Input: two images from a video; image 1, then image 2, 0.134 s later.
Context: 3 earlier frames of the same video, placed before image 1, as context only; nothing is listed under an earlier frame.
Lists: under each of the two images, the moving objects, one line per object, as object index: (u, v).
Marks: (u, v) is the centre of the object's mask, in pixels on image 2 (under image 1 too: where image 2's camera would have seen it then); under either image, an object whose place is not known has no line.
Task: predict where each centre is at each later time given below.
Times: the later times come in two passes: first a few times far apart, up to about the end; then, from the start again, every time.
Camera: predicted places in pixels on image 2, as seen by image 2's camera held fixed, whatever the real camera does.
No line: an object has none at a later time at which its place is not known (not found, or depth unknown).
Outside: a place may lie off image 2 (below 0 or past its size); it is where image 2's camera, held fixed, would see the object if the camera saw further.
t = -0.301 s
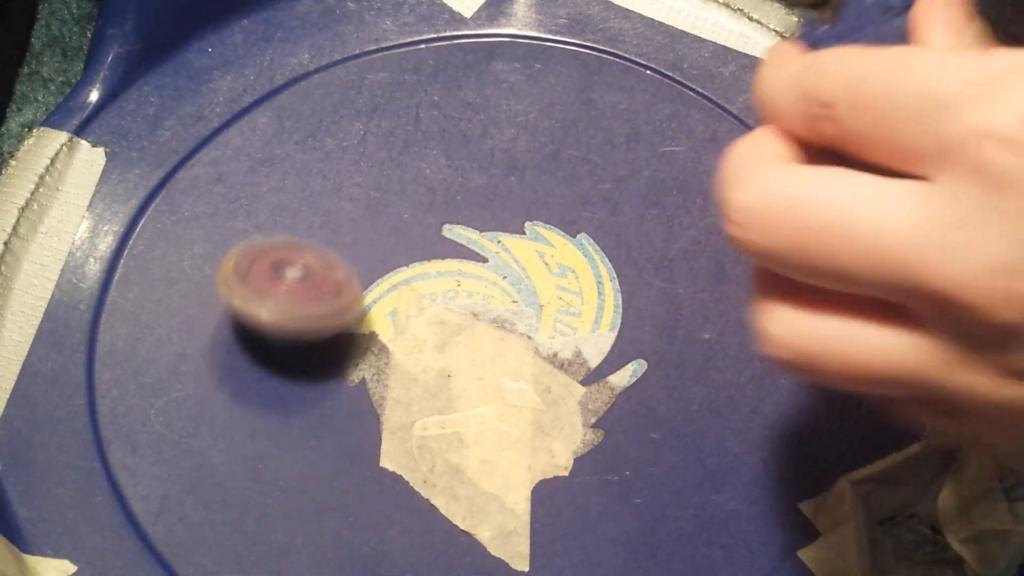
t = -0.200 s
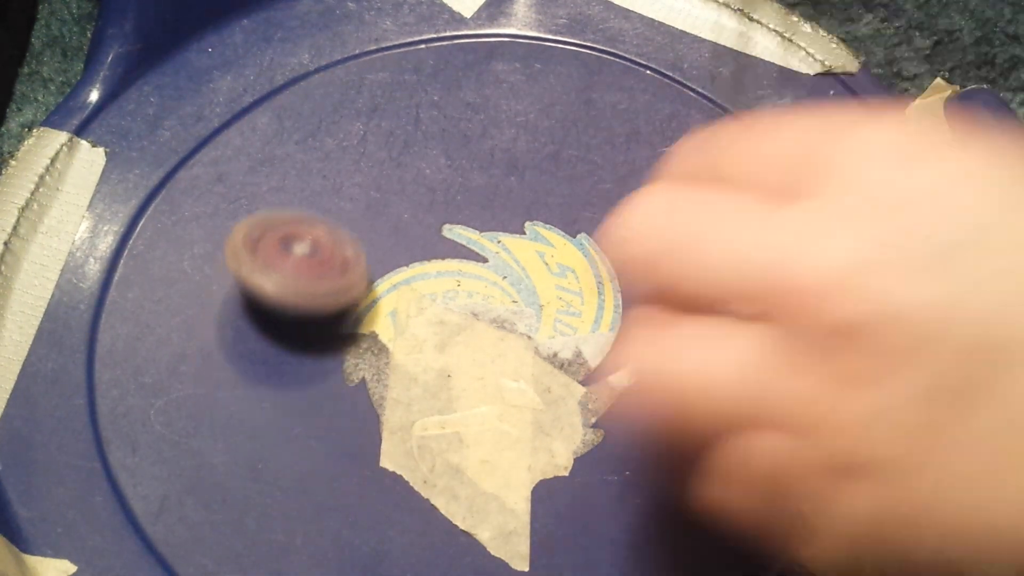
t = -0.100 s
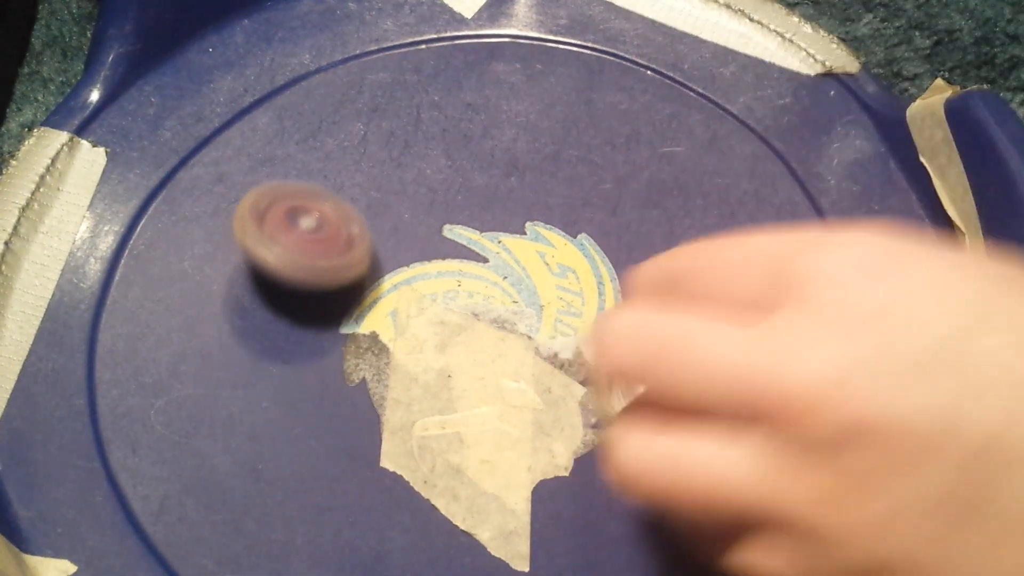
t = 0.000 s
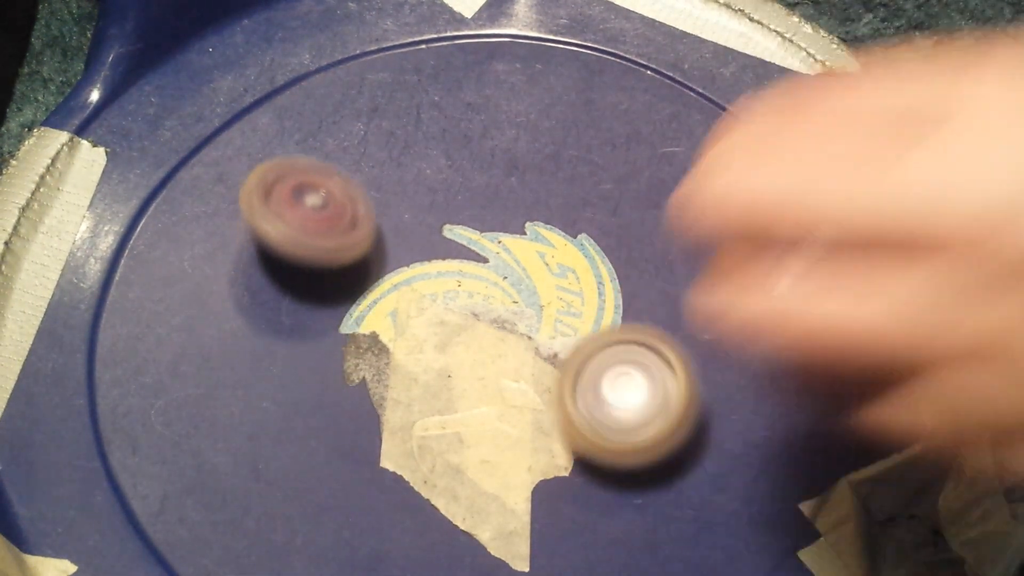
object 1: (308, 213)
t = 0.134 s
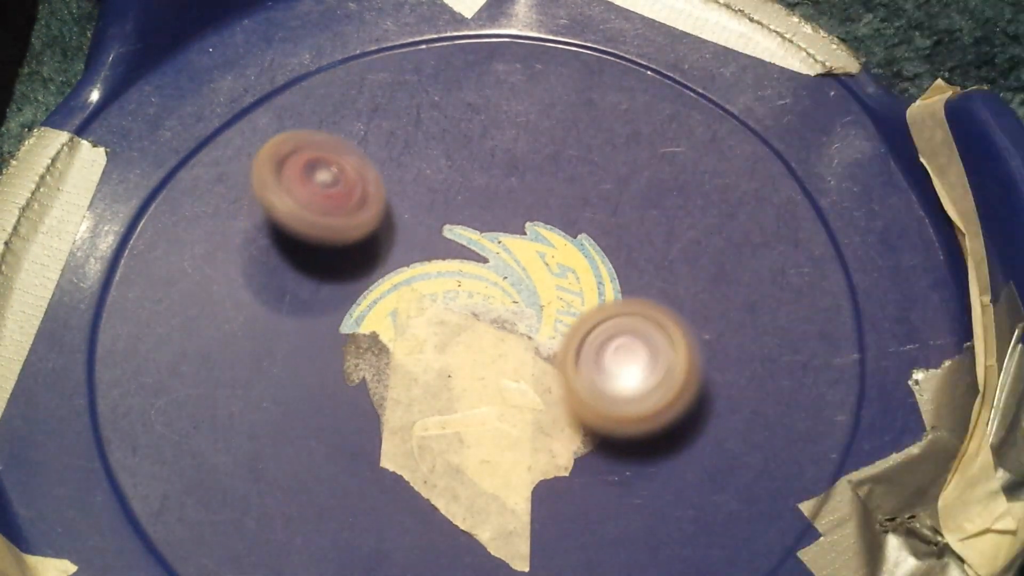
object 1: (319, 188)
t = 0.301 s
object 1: (347, 172)
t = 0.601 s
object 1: (431, 164)
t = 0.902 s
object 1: (359, 38)
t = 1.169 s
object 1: (414, 80)
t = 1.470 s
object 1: (616, 85)
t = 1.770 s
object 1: (582, 177)
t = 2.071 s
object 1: (673, 402)
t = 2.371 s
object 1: (711, 367)
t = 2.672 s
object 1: (423, 483)
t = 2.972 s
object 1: (507, 508)
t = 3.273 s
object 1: (273, 322)
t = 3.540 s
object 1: (291, 458)
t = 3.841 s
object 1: (467, 198)
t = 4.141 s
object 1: (245, 177)
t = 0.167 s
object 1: (323, 184)
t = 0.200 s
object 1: (329, 180)
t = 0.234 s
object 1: (334, 177)
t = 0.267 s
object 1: (340, 175)
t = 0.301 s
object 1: (347, 172)
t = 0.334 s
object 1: (353, 171)
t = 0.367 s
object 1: (362, 171)
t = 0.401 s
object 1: (371, 171)
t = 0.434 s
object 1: (381, 171)
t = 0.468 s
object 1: (391, 170)
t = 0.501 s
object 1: (401, 169)
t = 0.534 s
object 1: (410, 168)
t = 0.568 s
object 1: (420, 167)
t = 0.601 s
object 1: (431, 164)
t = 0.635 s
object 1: (438, 160)
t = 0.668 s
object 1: (418, 137)
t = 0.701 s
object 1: (394, 117)
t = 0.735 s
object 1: (376, 93)
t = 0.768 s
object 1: (364, 71)
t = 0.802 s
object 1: (358, 53)
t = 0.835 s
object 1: (356, 40)
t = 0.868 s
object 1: (358, 40)
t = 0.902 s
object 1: (359, 38)
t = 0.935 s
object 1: (359, 39)
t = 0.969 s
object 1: (360, 40)
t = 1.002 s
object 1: (360, 42)
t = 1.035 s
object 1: (360, 45)
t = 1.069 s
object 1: (363, 52)
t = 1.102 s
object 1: (373, 60)
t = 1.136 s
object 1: (391, 71)
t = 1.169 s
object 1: (414, 80)
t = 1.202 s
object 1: (440, 89)
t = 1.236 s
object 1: (468, 96)
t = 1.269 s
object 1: (492, 99)
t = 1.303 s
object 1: (516, 102)
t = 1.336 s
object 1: (540, 102)
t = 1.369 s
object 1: (562, 101)
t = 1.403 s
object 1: (583, 98)
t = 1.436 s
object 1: (600, 93)
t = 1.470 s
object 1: (616, 85)
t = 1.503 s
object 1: (628, 77)
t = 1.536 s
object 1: (632, 68)
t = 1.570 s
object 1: (630, 60)
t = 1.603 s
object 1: (621, 59)
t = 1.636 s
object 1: (609, 66)
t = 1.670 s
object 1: (598, 81)
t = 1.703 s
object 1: (587, 108)
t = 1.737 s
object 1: (582, 138)
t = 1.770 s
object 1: (582, 177)
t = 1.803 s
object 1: (590, 218)
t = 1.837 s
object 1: (608, 257)
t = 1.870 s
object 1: (634, 292)
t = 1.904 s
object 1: (666, 321)
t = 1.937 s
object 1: (688, 342)
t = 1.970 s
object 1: (682, 359)
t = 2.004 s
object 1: (673, 375)
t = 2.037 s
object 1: (671, 389)
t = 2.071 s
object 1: (673, 402)
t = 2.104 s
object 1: (681, 413)
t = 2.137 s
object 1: (695, 425)
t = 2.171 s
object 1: (712, 432)
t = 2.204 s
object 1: (734, 434)
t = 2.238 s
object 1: (751, 428)
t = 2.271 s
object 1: (760, 414)
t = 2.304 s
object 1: (757, 398)
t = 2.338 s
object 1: (737, 381)
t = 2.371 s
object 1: (711, 367)
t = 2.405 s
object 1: (677, 359)
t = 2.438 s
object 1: (637, 358)
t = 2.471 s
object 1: (593, 365)
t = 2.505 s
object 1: (547, 377)
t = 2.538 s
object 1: (512, 394)
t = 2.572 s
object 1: (482, 414)
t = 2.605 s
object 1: (458, 438)
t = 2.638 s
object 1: (436, 460)
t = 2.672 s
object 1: (423, 483)
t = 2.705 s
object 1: (410, 506)
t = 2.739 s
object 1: (406, 521)
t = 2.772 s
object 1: (409, 532)
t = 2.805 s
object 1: (423, 540)
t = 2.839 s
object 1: (444, 544)
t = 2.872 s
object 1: (470, 543)
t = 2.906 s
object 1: (491, 537)
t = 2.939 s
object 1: (505, 526)
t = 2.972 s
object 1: (507, 508)
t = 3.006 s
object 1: (503, 475)
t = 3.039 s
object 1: (488, 442)
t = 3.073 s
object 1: (473, 414)
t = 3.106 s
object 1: (448, 381)
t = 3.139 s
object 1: (419, 359)
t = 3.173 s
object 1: (380, 337)
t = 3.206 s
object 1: (342, 325)
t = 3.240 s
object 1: (306, 320)
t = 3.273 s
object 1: (273, 322)
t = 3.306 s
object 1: (241, 332)
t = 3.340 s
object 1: (212, 349)
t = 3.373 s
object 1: (191, 373)
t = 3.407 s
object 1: (185, 399)
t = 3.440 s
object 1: (195, 424)
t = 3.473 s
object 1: (216, 445)
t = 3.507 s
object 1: (251, 459)
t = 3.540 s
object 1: (291, 458)
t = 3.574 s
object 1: (331, 449)
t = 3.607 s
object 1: (371, 430)
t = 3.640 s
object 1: (412, 404)
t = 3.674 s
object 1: (447, 373)
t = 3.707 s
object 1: (466, 344)
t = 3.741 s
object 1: (473, 306)
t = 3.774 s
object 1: (479, 265)
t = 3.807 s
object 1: (477, 230)
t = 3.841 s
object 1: (467, 198)
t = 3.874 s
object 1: (454, 174)
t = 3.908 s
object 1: (432, 147)
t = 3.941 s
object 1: (406, 124)
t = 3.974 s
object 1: (376, 110)
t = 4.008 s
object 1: (344, 101)
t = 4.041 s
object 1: (309, 104)
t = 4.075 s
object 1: (280, 117)
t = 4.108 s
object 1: (256, 140)
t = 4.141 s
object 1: (245, 177)
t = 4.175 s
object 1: (249, 214)
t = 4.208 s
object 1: (268, 257)
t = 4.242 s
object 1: (297, 294)
